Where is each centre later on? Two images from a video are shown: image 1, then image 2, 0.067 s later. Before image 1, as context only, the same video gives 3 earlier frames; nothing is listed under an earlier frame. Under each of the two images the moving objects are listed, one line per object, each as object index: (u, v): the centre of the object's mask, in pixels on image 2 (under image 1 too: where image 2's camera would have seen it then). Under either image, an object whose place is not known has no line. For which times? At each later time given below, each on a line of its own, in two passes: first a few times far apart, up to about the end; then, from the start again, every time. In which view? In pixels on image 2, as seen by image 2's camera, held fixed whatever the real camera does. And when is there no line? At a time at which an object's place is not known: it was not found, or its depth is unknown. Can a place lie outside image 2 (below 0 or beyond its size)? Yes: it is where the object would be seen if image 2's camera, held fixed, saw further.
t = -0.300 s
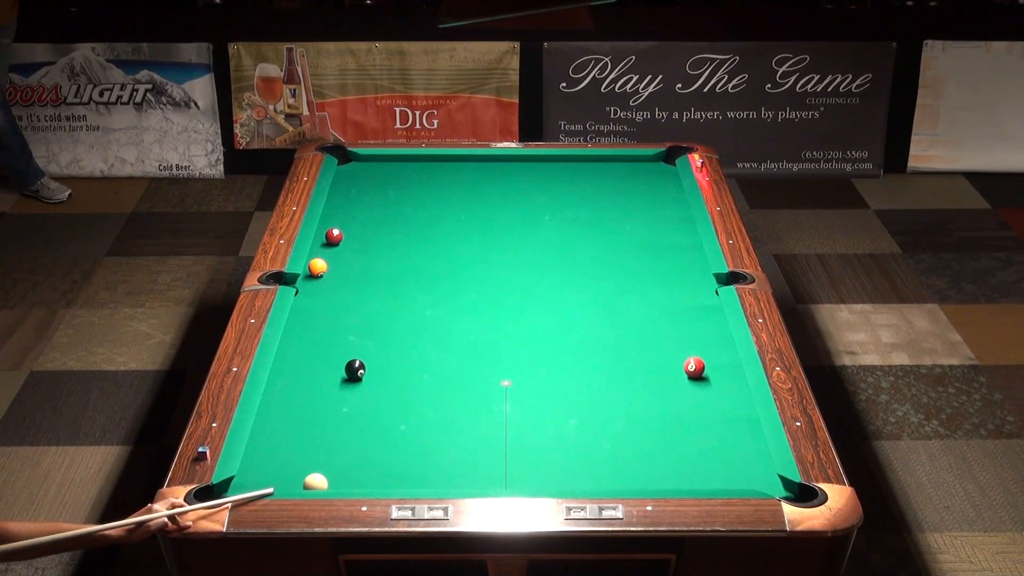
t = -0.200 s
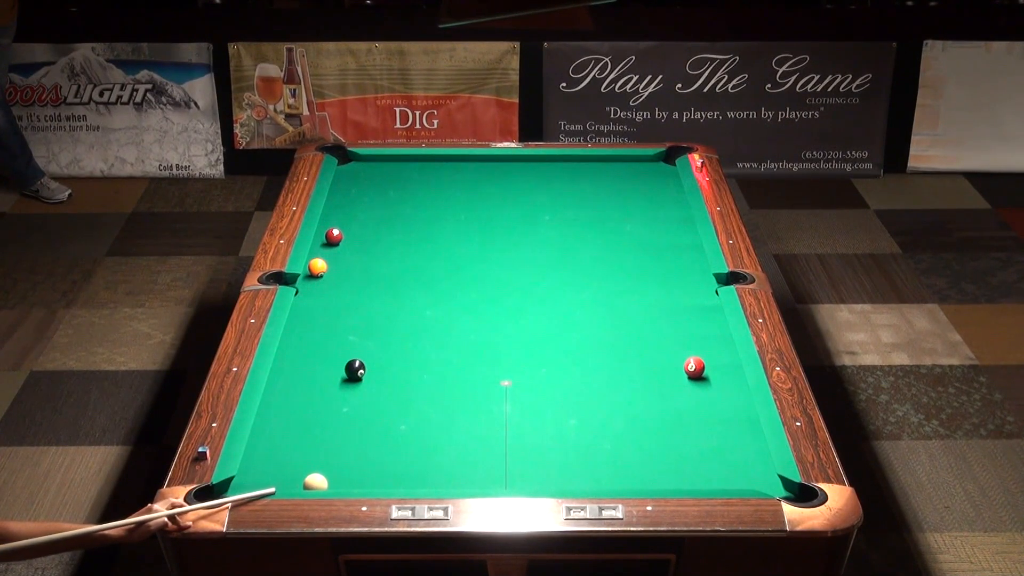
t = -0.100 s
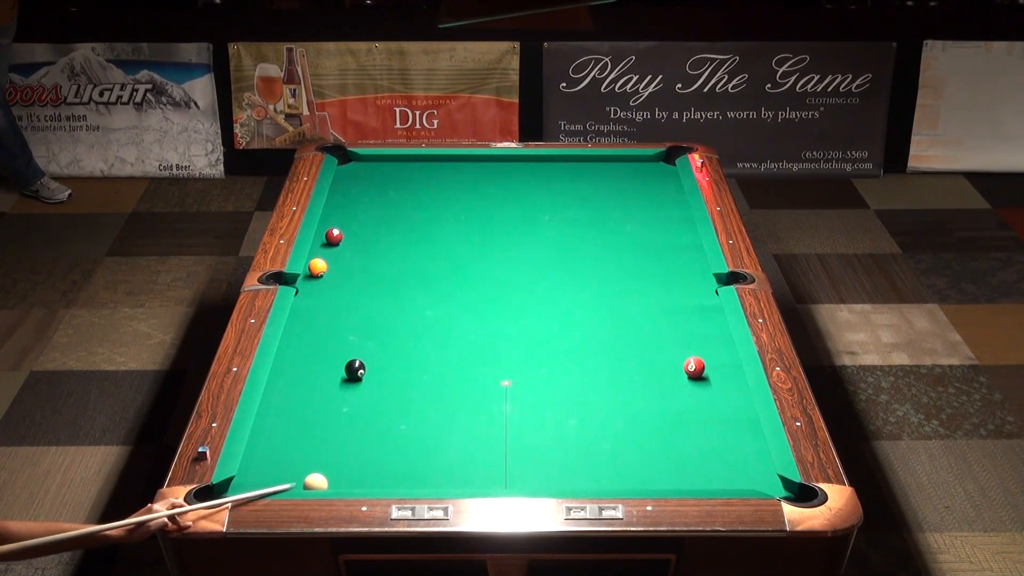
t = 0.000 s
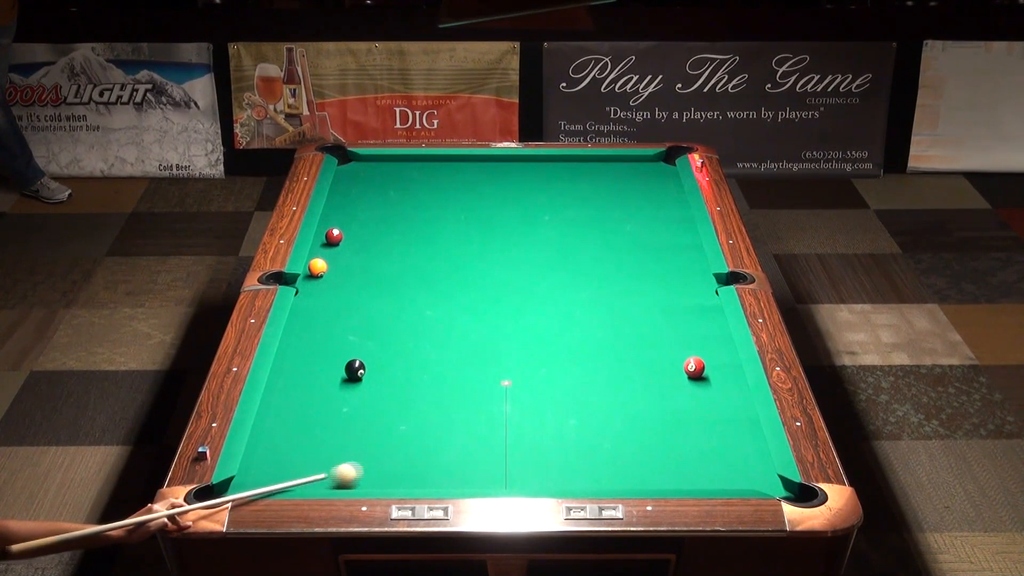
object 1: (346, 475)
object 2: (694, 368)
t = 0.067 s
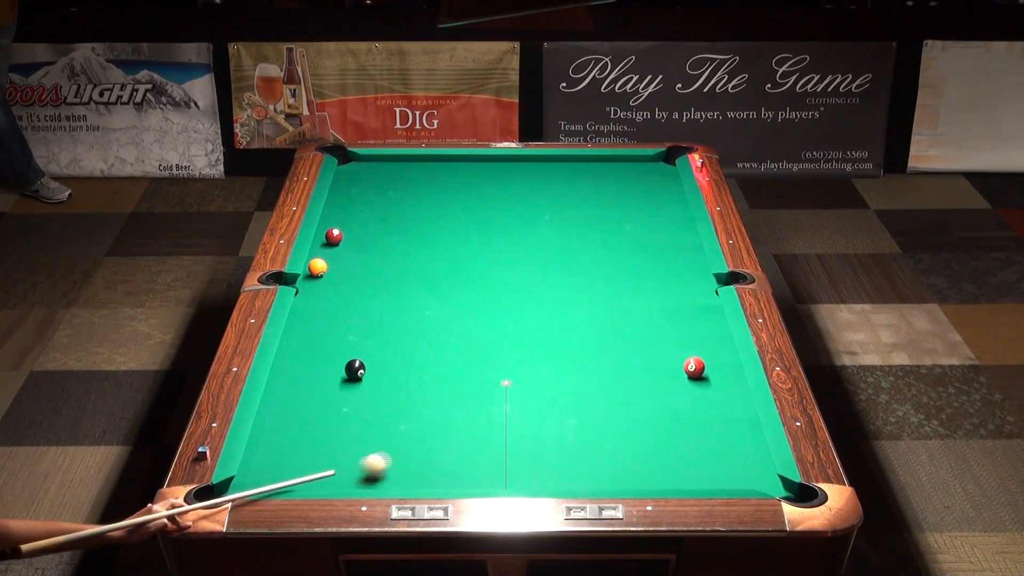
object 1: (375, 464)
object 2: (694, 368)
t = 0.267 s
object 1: (458, 437)
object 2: (694, 367)
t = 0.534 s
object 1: (558, 404)
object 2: (694, 368)
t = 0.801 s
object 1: (649, 374)
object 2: (694, 368)
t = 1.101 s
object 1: (685, 344)
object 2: (724, 368)
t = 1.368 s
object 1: (702, 319)
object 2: (693, 367)
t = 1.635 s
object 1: (706, 299)
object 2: (663, 366)
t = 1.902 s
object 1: (691, 281)
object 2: (636, 366)
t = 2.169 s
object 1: (677, 266)
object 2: (610, 366)
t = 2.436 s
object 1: (665, 252)
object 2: (587, 367)
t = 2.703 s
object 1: (654, 239)
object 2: (565, 367)
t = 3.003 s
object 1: (642, 226)
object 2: (543, 367)
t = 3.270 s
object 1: (633, 216)
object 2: (526, 368)
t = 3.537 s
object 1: (624, 206)
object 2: (510, 368)
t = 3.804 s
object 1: (617, 197)
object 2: (497, 369)
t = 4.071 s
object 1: (610, 190)
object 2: (485, 370)
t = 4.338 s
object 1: (604, 183)
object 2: (475, 371)
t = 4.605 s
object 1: (598, 177)
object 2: (467, 372)
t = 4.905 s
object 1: (592, 171)
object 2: (461, 373)
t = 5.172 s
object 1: (586, 166)
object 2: (457, 373)
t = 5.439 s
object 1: (582, 161)
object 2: (455, 374)
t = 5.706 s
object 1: (578, 159)
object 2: (455, 374)
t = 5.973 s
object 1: (577, 161)
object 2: (455, 374)
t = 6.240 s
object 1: (576, 162)
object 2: (455, 374)
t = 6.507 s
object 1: (575, 163)
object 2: (455, 374)
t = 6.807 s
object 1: (574, 164)
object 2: (455, 374)
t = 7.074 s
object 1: (574, 164)
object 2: (455, 374)
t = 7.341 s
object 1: (574, 164)
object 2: (455, 374)
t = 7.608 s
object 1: (574, 164)
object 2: (455, 374)
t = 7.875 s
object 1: (574, 164)
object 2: (455, 374)
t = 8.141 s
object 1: (574, 164)
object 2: (455, 374)
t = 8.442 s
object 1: (574, 164)
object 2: (455, 374)
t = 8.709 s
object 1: (574, 164)
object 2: (455, 373)
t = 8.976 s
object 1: (574, 164)
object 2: (455, 374)
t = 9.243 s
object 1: (574, 164)
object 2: (455, 374)
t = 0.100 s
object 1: (390, 459)
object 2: (694, 368)
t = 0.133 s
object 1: (403, 455)
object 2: (694, 368)
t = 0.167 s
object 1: (417, 450)
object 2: (694, 368)
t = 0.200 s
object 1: (431, 447)
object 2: (694, 367)
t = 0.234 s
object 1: (444, 442)
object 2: (694, 368)
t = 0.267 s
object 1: (458, 437)
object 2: (694, 367)
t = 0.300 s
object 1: (471, 433)
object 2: (694, 368)
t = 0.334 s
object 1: (484, 429)
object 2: (694, 367)
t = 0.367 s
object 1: (497, 425)
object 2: (694, 367)
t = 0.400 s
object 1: (509, 420)
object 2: (694, 368)
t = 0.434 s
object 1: (522, 417)
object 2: (694, 368)
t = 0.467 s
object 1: (534, 413)
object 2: (694, 368)
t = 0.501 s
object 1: (546, 408)
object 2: (694, 368)
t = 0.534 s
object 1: (558, 404)
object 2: (694, 368)
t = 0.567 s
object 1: (570, 400)
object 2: (694, 368)
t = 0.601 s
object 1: (582, 396)
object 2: (694, 368)
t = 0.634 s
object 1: (593, 392)
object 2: (694, 368)
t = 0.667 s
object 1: (605, 389)
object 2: (694, 368)
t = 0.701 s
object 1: (616, 385)
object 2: (694, 368)
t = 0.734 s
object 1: (627, 382)
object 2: (694, 368)
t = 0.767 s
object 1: (637, 378)
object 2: (694, 368)
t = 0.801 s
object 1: (649, 374)
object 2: (694, 368)
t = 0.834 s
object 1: (659, 371)
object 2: (694, 368)
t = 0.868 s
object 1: (670, 367)
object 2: (694, 368)
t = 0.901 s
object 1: (673, 364)
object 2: (701, 367)
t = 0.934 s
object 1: (674, 360)
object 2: (710, 367)
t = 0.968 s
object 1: (676, 357)
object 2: (717, 368)
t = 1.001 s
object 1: (678, 354)
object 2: (724, 368)
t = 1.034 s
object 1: (680, 351)
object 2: (731, 368)
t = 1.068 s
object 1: (683, 347)
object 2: (728, 368)
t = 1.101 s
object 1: (685, 344)
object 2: (724, 368)
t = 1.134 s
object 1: (687, 341)
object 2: (720, 367)
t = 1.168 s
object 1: (689, 337)
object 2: (716, 368)
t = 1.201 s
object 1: (691, 334)
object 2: (712, 367)
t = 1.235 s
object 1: (693, 331)
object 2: (708, 367)
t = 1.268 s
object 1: (696, 328)
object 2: (704, 367)
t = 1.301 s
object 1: (698, 325)
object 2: (700, 367)
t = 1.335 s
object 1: (700, 322)
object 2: (696, 367)
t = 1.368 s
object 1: (702, 319)
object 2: (693, 367)
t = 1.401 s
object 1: (704, 317)
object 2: (689, 367)
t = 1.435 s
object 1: (706, 314)
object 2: (685, 367)
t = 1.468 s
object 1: (708, 311)
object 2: (681, 366)
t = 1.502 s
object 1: (709, 308)
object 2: (677, 366)
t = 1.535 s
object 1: (711, 306)
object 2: (674, 366)
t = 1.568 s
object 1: (710, 303)
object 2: (670, 366)
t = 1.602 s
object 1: (708, 301)
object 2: (666, 366)
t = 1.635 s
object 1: (706, 299)
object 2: (663, 366)
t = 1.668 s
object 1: (704, 296)
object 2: (659, 366)
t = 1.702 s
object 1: (702, 294)
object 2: (656, 366)
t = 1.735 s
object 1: (700, 292)
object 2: (652, 366)
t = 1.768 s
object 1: (698, 290)
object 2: (649, 366)
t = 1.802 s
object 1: (696, 288)
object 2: (645, 366)
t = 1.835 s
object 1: (694, 286)
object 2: (642, 366)
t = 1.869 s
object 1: (693, 283)
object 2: (639, 366)
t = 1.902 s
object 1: (691, 281)
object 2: (636, 366)
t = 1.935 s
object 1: (689, 280)
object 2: (632, 366)
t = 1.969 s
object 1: (687, 277)
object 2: (629, 366)
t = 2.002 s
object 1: (686, 275)
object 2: (626, 366)
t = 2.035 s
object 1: (684, 273)
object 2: (623, 366)
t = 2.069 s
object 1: (682, 272)
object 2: (619, 366)
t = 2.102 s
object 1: (680, 270)
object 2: (616, 366)
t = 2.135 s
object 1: (679, 268)
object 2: (613, 366)
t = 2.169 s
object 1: (677, 266)
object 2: (610, 366)
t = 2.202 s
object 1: (676, 264)
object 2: (607, 366)
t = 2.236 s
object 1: (674, 262)
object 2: (604, 366)
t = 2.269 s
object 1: (673, 261)
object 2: (601, 366)
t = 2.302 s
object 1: (671, 259)
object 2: (598, 366)
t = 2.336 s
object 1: (669, 257)
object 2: (595, 366)
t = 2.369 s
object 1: (668, 255)
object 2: (592, 366)
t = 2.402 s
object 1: (667, 253)
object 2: (589, 366)
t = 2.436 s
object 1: (665, 252)
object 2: (587, 367)
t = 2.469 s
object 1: (664, 250)
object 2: (584, 366)
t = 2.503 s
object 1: (662, 249)
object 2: (581, 366)
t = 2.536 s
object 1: (661, 247)
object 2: (578, 366)
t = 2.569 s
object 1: (659, 245)
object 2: (576, 367)
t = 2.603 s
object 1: (658, 244)
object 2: (573, 367)
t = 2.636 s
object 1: (656, 242)
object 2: (570, 367)
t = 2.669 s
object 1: (655, 241)
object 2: (568, 367)
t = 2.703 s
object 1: (654, 239)
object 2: (565, 367)
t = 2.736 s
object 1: (652, 238)
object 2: (563, 367)
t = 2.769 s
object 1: (651, 236)
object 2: (560, 367)
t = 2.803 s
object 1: (650, 235)
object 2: (557, 367)
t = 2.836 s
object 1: (648, 233)
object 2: (555, 367)
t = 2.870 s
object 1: (647, 232)
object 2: (553, 367)
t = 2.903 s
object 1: (646, 230)
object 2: (550, 367)
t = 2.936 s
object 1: (644, 229)
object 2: (548, 367)
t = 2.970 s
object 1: (643, 227)
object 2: (545, 367)
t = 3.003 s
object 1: (642, 226)
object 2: (543, 367)
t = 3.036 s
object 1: (641, 225)
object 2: (541, 367)
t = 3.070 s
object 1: (639, 223)
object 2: (538, 368)
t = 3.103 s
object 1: (638, 222)
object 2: (536, 368)
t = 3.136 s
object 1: (637, 221)
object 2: (534, 368)
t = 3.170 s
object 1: (636, 219)
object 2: (532, 368)
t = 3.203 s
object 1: (635, 218)
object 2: (530, 368)
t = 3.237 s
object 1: (634, 217)
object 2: (528, 368)
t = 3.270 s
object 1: (633, 216)
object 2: (526, 368)
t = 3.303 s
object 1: (632, 214)
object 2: (524, 368)
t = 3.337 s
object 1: (631, 213)
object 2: (522, 368)
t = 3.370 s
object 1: (630, 212)
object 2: (520, 368)
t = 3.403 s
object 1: (629, 211)
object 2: (518, 368)
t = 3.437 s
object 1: (627, 210)
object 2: (516, 368)
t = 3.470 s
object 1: (626, 208)
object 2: (514, 369)
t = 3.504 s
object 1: (625, 207)
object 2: (512, 368)
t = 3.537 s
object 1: (624, 206)
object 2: (510, 368)
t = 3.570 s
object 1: (623, 205)
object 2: (508, 369)
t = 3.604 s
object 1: (623, 204)
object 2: (507, 369)
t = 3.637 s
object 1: (621, 203)
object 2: (505, 368)
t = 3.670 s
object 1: (620, 202)
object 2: (503, 369)
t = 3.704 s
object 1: (620, 201)
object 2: (501, 369)
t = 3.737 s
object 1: (619, 200)
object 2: (500, 369)
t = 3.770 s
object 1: (618, 198)
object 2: (498, 369)
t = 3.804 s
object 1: (617, 197)
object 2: (497, 369)
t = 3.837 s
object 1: (616, 197)
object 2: (495, 369)
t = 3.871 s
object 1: (615, 196)
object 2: (493, 369)
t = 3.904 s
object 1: (614, 195)
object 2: (492, 369)
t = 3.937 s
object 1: (613, 194)
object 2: (490, 369)
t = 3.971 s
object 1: (612, 192)
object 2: (489, 369)
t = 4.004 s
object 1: (612, 192)
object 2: (488, 369)
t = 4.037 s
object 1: (611, 191)
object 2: (486, 369)
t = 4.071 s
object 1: (610, 190)
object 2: (485, 370)
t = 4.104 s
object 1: (609, 189)
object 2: (483, 370)
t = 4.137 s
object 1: (608, 188)
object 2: (482, 370)
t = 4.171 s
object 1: (607, 187)
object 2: (481, 370)
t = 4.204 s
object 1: (607, 186)
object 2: (480, 370)
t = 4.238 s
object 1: (606, 185)
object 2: (478, 370)
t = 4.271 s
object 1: (605, 185)
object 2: (477, 370)
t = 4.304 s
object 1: (604, 184)
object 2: (476, 370)
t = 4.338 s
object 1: (604, 183)
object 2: (475, 371)
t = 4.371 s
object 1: (603, 182)
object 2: (474, 371)
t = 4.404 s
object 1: (602, 181)
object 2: (473, 371)
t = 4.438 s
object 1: (601, 181)
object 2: (472, 371)
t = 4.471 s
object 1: (601, 180)
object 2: (471, 371)
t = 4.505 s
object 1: (600, 179)
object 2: (470, 371)
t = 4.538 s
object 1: (599, 178)
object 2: (469, 371)
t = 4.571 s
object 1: (598, 177)
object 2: (468, 371)
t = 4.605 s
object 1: (598, 177)
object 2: (467, 372)
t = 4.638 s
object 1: (597, 176)
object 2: (466, 372)
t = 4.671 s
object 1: (596, 175)
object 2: (465, 372)
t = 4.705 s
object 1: (595, 174)
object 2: (465, 372)
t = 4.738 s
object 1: (595, 174)
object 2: (464, 372)
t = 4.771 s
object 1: (594, 173)
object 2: (463, 372)
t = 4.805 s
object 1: (594, 172)
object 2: (462, 372)
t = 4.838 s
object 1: (593, 172)
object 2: (462, 372)
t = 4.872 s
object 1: (592, 171)
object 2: (461, 373)
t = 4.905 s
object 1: (592, 171)
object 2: (461, 373)
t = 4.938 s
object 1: (591, 170)
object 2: (460, 373)
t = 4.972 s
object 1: (590, 169)
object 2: (459, 373)
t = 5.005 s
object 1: (589, 169)
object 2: (459, 373)
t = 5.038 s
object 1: (589, 168)
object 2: (459, 373)
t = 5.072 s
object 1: (588, 168)
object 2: (458, 373)
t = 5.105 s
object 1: (588, 167)
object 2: (458, 373)
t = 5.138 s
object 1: (587, 166)
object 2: (457, 373)
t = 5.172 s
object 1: (586, 166)
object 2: (457, 373)
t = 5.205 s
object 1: (586, 165)
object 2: (457, 373)
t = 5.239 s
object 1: (585, 165)
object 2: (456, 374)
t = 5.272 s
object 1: (585, 164)
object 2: (456, 374)
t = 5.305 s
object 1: (584, 163)
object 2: (456, 374)
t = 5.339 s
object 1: (583, 163)
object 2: (456, 374)
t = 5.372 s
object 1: (583, 162)
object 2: (455, 374)
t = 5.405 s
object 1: (582, 162)
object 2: (455, 374)
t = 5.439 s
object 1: (582, 161)
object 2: (455, 374)
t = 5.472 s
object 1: (581, 161)
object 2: (455, 374)
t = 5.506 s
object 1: (581, 160)
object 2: (455, 374)
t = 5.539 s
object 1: (580, 160)
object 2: (455, 374)
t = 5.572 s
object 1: (580, 159)
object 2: (455, 374)
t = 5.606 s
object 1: (579, 159)
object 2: (455, 374)
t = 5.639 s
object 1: (579, 159)
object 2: (455, 374)
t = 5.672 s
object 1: (578, 159)
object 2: (455, 374)
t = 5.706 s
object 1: (578, 159)
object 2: (455, 374)
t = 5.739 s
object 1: (578, 159)
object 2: (455, 374)
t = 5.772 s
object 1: (578, 160)
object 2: (455, 374)
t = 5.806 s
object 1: (578, 160)
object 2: (455, 374)
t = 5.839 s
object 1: (577, 160)
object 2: (455, 374)
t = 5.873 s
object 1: (577, 160)
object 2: (455, 374)
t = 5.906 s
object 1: (577, 161)
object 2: (455, 374)
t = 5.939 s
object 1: (577, 161)
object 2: (455, 374)
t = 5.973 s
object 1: (577, 161)
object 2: (455, 374)
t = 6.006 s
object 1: (577, 161)
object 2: (455, 374)
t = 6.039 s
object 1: (577, 161)
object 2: (455, 374)
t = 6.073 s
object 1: (577, 162)
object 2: (455, 374)
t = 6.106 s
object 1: (576, 162)
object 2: (455, 374)
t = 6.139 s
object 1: (576, 162)
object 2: (455, 374)
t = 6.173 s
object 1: (576, 162)
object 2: (455, 374)
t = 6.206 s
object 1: (576, 162)
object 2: (455, 374)
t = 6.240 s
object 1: (576, 162)
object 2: (455, 374)
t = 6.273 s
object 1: (576, 163)
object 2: (455, 374)
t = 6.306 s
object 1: (576, 163)
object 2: (455, 374)
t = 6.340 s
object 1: (576, 163)
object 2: (455, 374)
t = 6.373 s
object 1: (576, 163)
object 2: (455, 374)
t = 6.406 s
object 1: (576, 163)
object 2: (455, 374)
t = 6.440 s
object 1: (575, 163)
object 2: (455, 374)
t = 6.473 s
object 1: (575, 163)
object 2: (455, 374)
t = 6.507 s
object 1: (575, 163)
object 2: (455, 374)
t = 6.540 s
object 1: (575, 163)
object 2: (455, 374)
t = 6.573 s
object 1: (575, 163)
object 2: (455, 374)
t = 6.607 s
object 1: (575, 163)
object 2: (455, 374)
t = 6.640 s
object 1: (575, 164)
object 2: (455, 374)
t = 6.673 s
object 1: (575, 164)
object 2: (455, 374)
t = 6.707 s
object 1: (575, 164)
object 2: (455, 374)
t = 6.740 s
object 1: (575, 164)
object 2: (455, 374)
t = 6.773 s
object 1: (575, 164)
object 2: (455, 374)
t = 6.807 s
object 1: (574, 164)
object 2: (455, 374)
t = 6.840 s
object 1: (574, 164)
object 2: (455, 374)
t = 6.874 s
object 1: (574, 164)
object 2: (455, 374)
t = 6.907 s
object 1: (574, 164)
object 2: (455, 374)
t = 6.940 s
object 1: (574, 164)
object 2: (455, 374)
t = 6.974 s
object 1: (574, 164)
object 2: (455, 374)
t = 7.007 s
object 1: (574, 164)
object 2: (455, 374)
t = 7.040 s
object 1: (574, 164)
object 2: (455, 374)
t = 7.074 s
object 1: (574, 164)
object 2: (455, 374)
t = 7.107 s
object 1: (574, 164)
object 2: (455, 374)
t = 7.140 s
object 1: (574, 164)
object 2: (455, 374)
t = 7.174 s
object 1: (574, 164)
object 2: (455, 374)
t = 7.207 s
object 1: (574, 164)
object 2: (455, 374)
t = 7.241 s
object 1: (574, 164)
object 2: (455, 374)
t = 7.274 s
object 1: (574, 164)
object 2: (455, 374)
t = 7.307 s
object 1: (574, 164)
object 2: (455, 374)
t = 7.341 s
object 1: (574, 164)
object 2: (455, 374)
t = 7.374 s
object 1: (574, 164)
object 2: (455, 374)
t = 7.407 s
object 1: (574, 164)
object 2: (455, 374)
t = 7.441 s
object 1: (574, 164)
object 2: (455, 374)
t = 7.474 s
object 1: (574, 164)
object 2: (455, 374)
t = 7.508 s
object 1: (574, 164)
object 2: (455, 374)
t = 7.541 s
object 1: (574, 164)
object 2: (455, 374)
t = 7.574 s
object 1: (574, 164)
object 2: (455, 374)
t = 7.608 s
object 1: (574, 164)
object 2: (455, 374)
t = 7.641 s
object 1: (574, 164)
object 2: (455, 374)
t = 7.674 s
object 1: (574, 164)
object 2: (455, 374)
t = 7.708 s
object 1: (574, 164)
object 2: (455, 374)
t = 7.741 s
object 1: (574, 164)
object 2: (455, 374)
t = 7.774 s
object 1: (574, 164)
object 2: (455, 374)
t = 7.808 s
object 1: (574, 164)
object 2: (455, 374)
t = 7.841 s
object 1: (574, 164)
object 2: (455, 374)
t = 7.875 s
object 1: (574, 164)
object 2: (455, 374)
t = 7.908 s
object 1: (574, 164)
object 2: (455, 374)
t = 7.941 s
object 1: (574, 164)
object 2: (455, 374)
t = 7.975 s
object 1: (574, 164)
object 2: (455, 374)
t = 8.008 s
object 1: (574, 164)
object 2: (455, 374)
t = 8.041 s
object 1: (574, 164)
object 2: (455, 374)
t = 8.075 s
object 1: (574, 164)
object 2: (455, 374)
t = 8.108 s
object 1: (574, 164)
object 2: (455, 374)
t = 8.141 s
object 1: (574, 164)
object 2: (455, 374)
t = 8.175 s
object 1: (574, 164)
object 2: (455, 374)
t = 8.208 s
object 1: (574, 164)
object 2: (455, 374)
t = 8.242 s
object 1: (574, 164)
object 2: (455, 374)
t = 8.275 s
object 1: (574, 164)
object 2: (455, 374)
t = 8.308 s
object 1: (574, 164)
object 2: (455, 374)
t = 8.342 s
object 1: (574, 164)
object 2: (455, 374)
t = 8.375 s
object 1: (574, 164)
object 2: (455, 374)
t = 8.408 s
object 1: (574, 164)
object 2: (455, 374)
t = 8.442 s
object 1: (574, 164)
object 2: (455, 374)
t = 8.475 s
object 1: (574, 164)
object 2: (456, 374)
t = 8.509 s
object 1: (574, 164)
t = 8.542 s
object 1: (574, 164)
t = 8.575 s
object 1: (574, 164)
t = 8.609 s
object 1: (574, 164)
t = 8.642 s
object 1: (574, 164)
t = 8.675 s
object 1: (574, 164)
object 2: (455, 373)
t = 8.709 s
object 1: (574, 164)
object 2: (455, 373)
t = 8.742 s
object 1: (574, 164)
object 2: (455, 374)
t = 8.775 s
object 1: (574, 164)
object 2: (455, 374)
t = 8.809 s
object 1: (574, 164)
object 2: (455, 374)
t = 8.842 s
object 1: (574, 164)
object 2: (455, 374)
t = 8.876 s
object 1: (574, 164)
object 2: (455, 374)
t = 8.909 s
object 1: (574, 164)
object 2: (455, 374)
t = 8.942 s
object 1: (574, 164)
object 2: (455, 374)
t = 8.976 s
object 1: (574, 164)
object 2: (455, 374)
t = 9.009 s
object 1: (574, 164)
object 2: (455, 374)
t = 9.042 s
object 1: (574, 164)
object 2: (455, 374)
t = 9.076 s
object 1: (574, 164)
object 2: (455, 374)
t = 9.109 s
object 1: (574, 164)
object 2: (455, 374)
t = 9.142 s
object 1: (574, 164)
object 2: (455, 374)
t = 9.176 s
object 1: (574, 164)
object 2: (455, 374)
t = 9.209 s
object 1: (574, 164)
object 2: (455, 374)
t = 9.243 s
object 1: (574, 164)
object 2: (455, 374)
